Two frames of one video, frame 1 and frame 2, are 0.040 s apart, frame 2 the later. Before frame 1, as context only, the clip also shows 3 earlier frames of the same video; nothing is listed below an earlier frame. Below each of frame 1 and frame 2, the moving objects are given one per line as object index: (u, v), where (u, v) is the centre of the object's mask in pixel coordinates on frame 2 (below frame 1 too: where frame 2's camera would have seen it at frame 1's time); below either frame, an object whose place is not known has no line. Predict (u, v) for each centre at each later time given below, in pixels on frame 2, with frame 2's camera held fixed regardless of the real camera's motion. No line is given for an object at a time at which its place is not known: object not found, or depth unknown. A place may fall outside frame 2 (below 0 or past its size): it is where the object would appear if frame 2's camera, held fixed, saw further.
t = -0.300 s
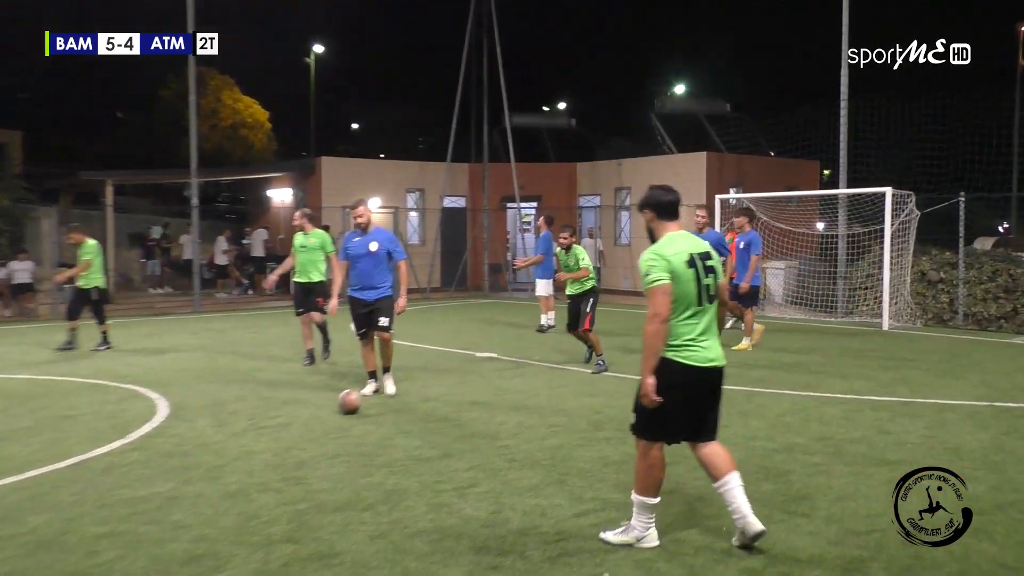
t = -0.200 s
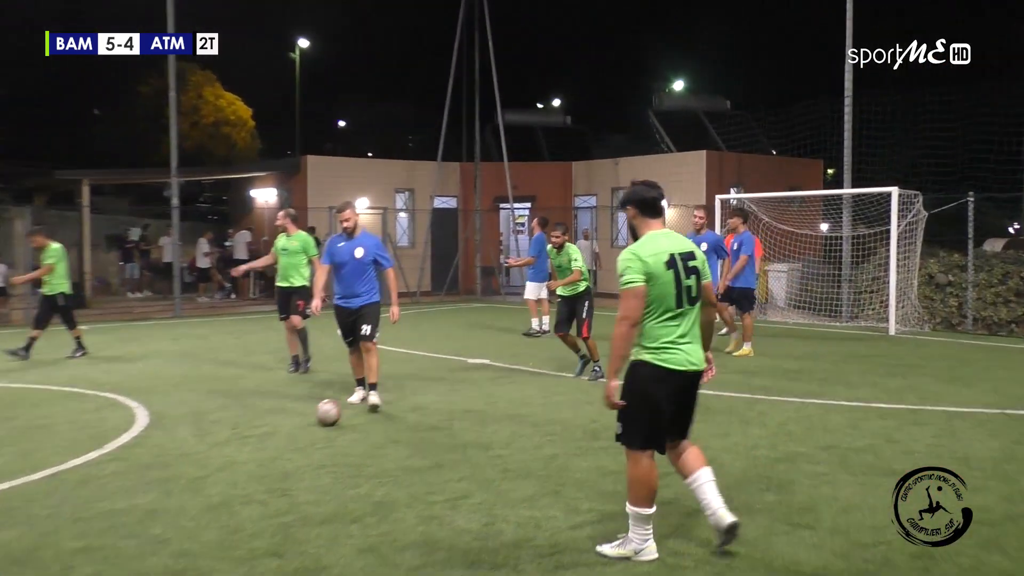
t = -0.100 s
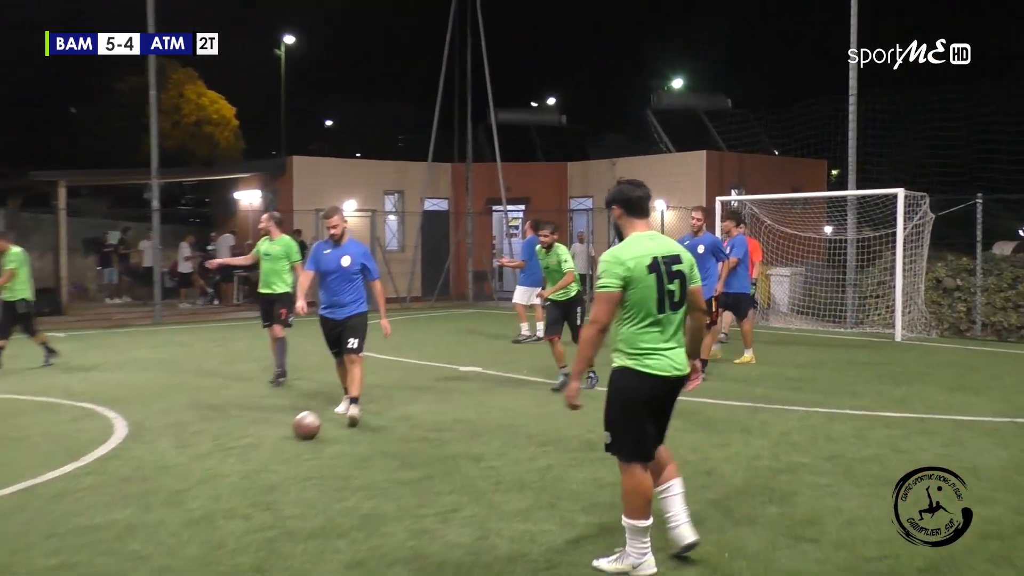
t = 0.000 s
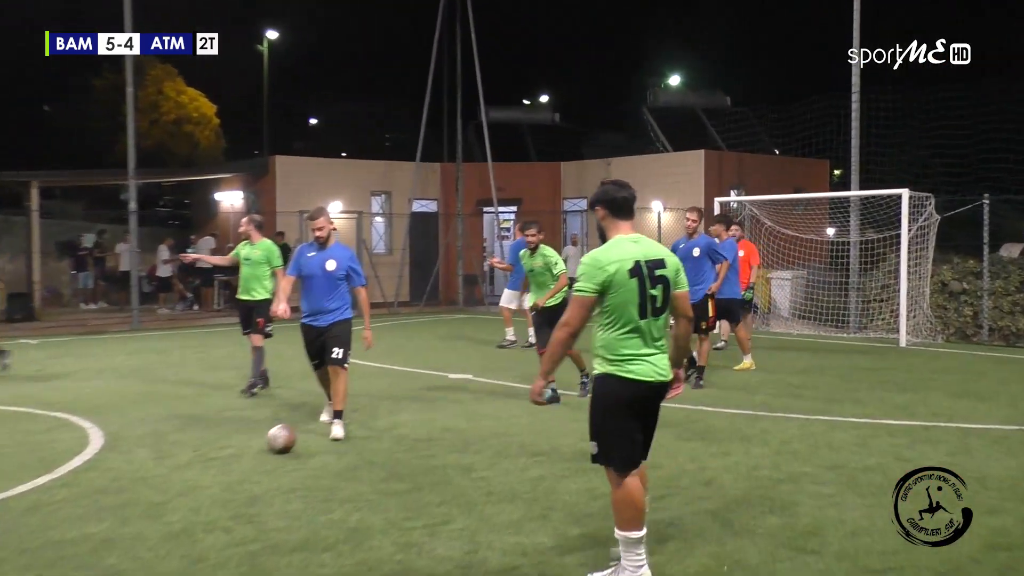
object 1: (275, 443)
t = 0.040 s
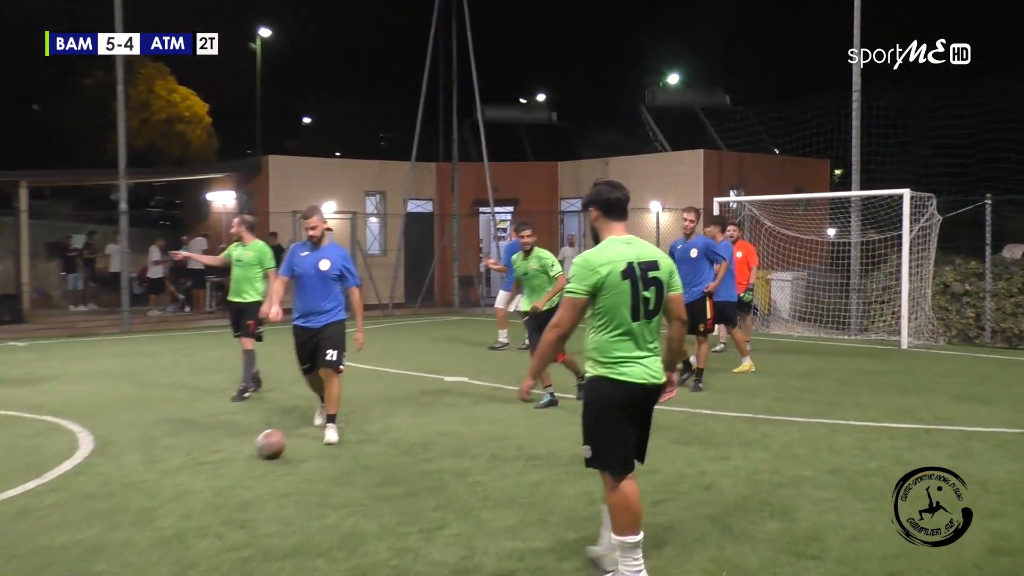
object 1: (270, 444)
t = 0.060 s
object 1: (269, 445)
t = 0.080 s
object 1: (267, 446)
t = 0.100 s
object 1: (265, 447)
